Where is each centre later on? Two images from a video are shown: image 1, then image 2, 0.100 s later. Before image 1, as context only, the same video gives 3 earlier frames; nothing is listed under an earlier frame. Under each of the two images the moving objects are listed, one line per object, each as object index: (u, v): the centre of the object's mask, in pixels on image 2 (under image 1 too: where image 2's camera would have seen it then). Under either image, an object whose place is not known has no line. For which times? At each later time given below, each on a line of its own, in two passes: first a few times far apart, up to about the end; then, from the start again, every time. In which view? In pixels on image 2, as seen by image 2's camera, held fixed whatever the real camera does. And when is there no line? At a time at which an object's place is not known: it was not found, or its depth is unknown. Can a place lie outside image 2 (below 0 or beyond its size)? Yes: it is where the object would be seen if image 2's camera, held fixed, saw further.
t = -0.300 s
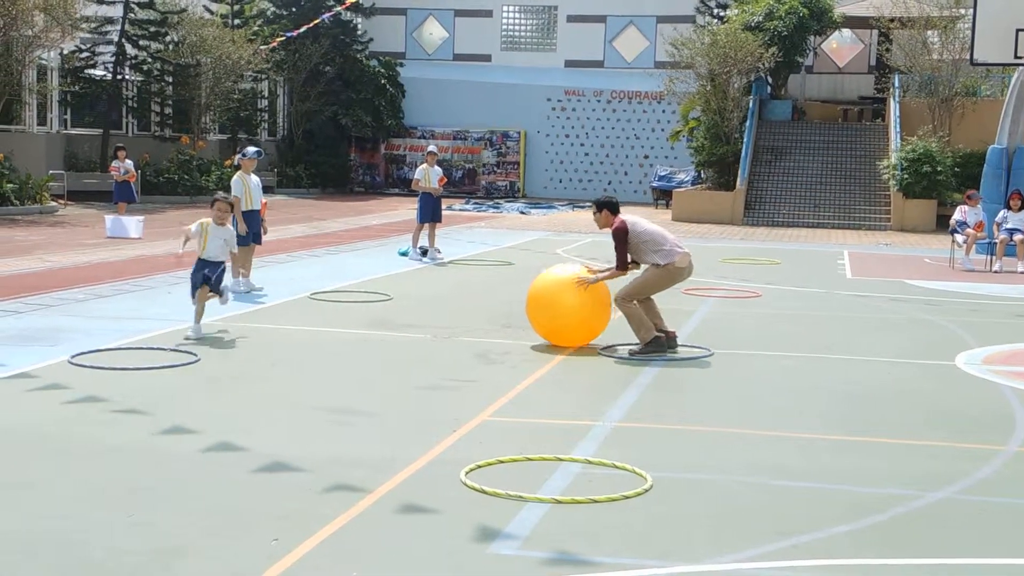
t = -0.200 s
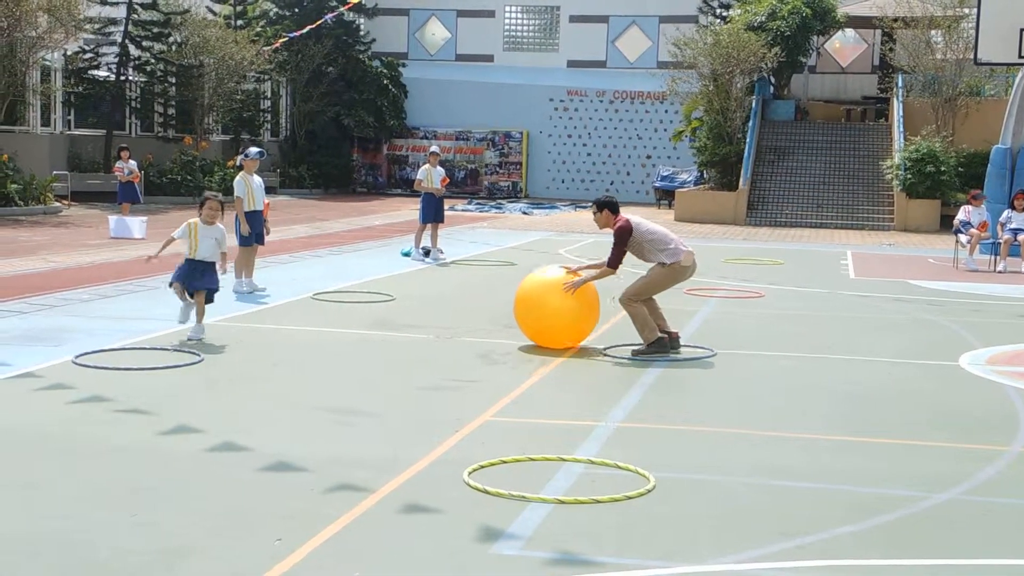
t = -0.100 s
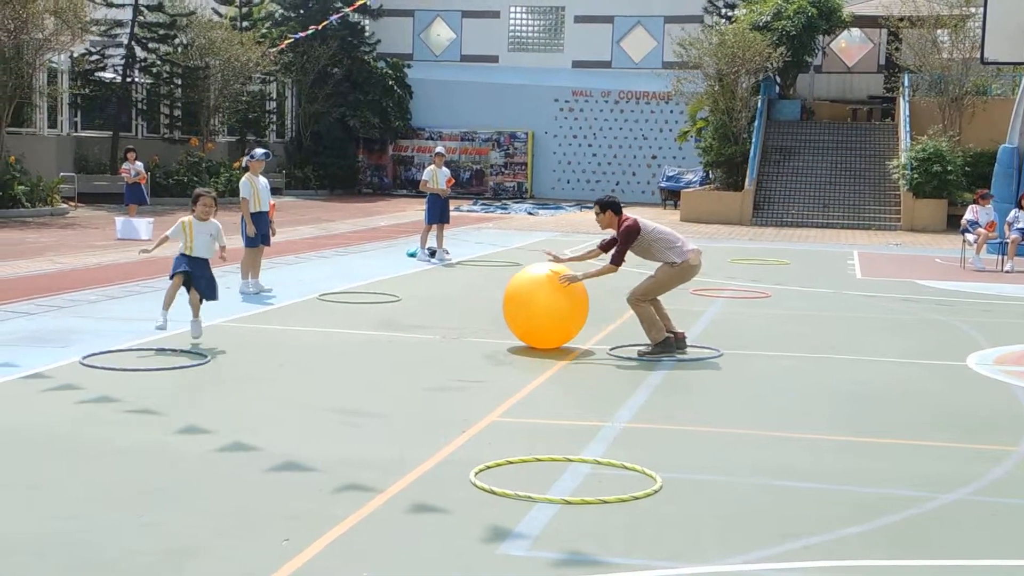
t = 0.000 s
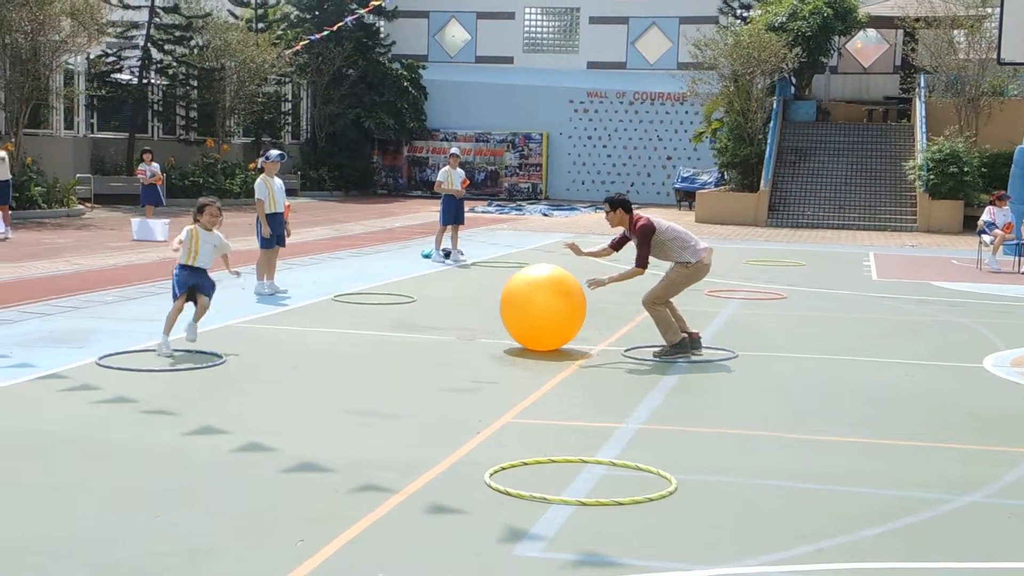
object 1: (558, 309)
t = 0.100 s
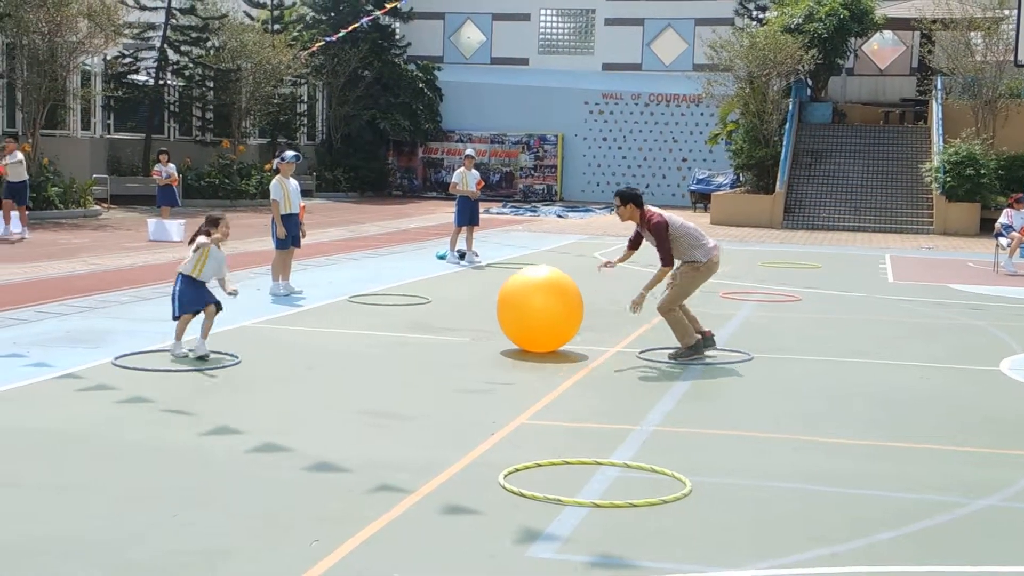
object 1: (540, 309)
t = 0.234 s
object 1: (516, 308)
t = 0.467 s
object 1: (472, 308)
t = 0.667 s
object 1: (434, 310)
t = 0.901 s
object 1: (388, 309)
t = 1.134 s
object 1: (343, 307)
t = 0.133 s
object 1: (534, 309)
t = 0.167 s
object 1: (528, 308)
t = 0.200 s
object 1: (522, 308)
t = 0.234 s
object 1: (516, 308)
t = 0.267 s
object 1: (510, 309)
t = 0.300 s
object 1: (504, 309)
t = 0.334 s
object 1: (498, 308)
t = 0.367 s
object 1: (491, 308)
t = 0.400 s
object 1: (485, 308)
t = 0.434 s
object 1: (478, 309)
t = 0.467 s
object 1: (472, 308)
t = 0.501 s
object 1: (466, 308)
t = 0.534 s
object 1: (460, 308)
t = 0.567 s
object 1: (453, 308)
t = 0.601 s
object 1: (446, 309)
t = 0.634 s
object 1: (440, 308)
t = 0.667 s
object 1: (434, 310)
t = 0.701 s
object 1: (427, 310)
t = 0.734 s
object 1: (420, 310)
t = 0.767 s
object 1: (414, 309)
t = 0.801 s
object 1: (407, 309)
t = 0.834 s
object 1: (401, 307)
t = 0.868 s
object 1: (394, 307)
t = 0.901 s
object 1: (388, 309)
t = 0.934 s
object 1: (381, 308)
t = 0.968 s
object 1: (375, 307)
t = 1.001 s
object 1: (368, 306)
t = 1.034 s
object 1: (362, 307)
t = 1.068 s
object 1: (355, 308)
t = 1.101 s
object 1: (349, 308)
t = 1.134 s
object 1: (343, 307)
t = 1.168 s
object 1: (337, 307)
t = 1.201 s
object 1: (330, 307)
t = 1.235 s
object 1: (325, 307)
